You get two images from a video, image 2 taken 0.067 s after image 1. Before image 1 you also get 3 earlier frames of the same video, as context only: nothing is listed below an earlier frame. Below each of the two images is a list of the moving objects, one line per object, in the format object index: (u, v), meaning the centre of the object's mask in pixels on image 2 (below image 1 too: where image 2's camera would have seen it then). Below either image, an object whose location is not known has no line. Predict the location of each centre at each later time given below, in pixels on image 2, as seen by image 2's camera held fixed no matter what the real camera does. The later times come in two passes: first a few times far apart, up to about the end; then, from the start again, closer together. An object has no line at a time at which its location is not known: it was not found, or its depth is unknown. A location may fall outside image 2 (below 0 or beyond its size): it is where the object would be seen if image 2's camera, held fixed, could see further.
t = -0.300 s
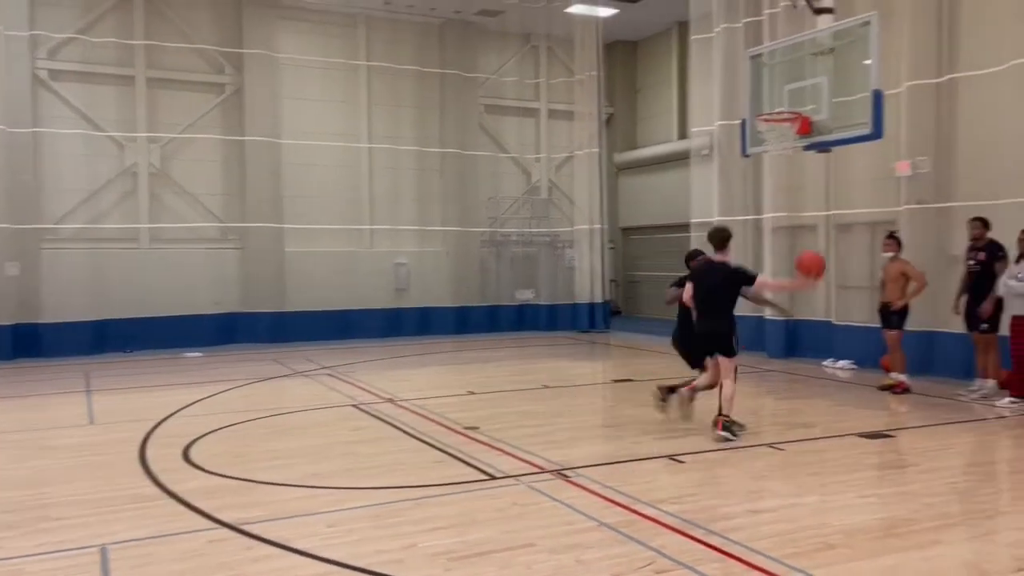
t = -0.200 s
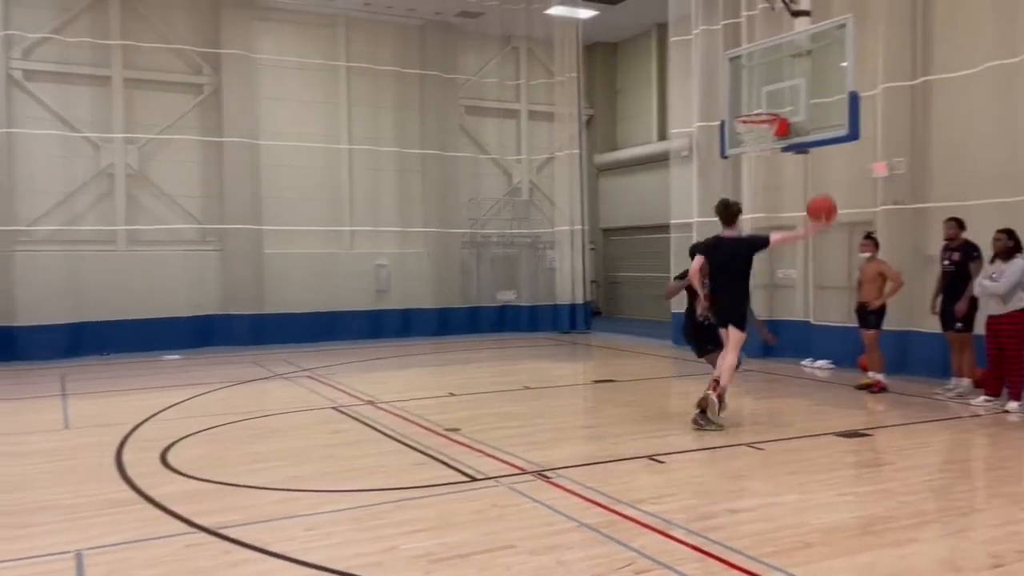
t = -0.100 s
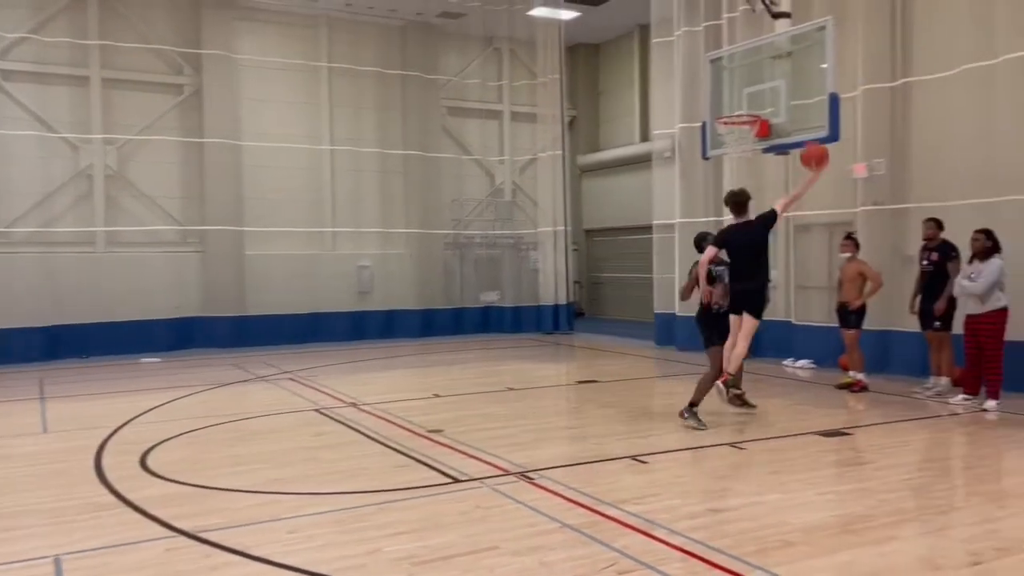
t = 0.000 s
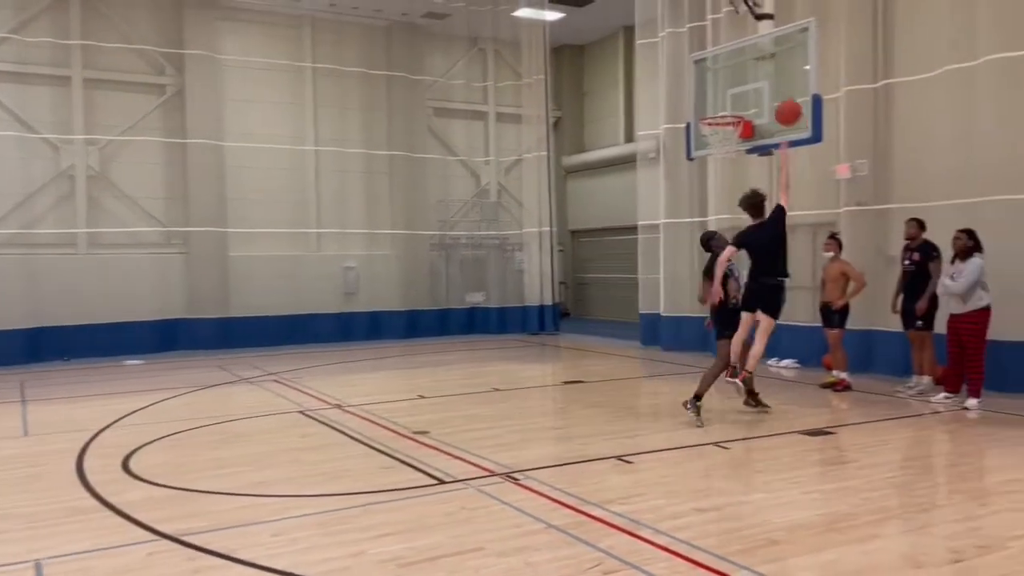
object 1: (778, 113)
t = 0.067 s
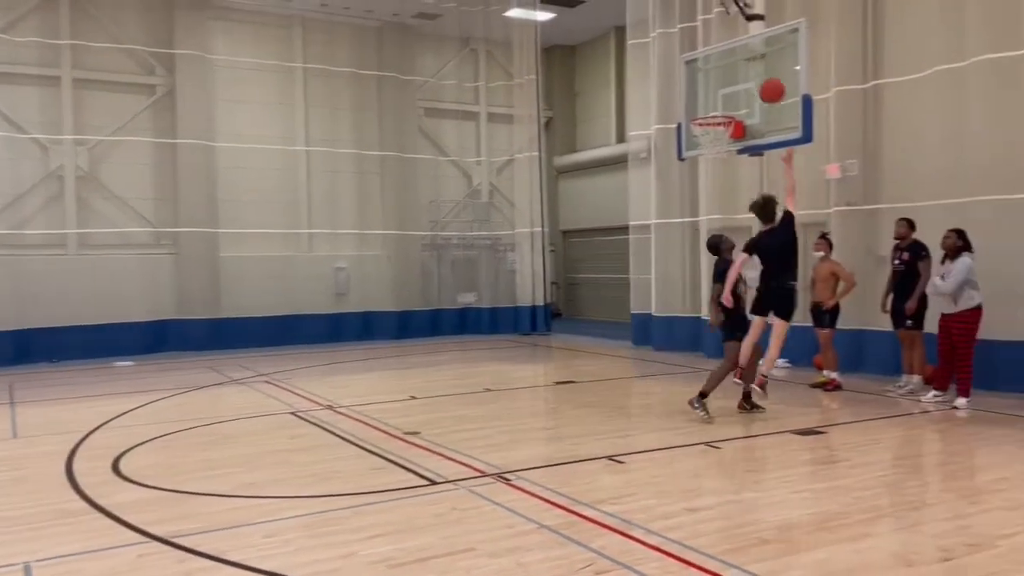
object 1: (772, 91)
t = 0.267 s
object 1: (753, 59)
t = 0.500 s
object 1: (735, 73)
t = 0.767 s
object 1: (691, 116)
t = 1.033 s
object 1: (638, 207)
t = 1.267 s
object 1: (597, 326)
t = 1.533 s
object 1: (561, 307)
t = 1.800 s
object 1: (531, 240)
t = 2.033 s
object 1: (506, 230)
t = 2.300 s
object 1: (478, 272)
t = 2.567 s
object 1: (451, 371)
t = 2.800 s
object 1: (427, 321)
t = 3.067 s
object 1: (399, 294)
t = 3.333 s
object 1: (372, 324)
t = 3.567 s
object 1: (348, 370)
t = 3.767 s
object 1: (329, 333)
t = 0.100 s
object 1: (768, 83)
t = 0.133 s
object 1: (765, 76)
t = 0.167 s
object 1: (762, 69)
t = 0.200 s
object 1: (759, 64)
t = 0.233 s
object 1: (756, 61)
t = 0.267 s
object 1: (753, 59)
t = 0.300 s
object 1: (750, 58)
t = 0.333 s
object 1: (748, 58)
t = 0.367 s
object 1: (745, 59)
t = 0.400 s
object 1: (742, 61)
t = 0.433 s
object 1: (740, 64)
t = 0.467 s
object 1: (737, 68)
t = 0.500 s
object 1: (735, 73)
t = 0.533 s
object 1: (733, 78)
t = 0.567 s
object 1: (731, 85)
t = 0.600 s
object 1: (726, 90)
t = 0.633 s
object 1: (719, 93)
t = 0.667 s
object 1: (712, 98)
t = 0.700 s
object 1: (705, 103)
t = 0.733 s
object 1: (698, 109)
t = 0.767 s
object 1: (691, 116)
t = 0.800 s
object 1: (683, 126)
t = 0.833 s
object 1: (677, 134)
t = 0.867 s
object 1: (669, 144)
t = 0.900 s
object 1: (664, 155)
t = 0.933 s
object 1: (658, 167)
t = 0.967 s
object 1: (651, 179)
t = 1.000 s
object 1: (644, 192)
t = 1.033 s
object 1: (638, 207)
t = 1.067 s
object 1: (632, 222)
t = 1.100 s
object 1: (626, 238)
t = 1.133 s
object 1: (620, 255)
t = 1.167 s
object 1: (614, 272)
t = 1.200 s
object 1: (609, 290)
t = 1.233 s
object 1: (604, 308)
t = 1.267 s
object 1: (597, 326)
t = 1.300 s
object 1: (592, 347)
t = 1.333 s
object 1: (586, 367)
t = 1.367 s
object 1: (581, 377)
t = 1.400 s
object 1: (577, 360)
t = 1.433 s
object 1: (573, 345)
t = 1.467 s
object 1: (570, 331)
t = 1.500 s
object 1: (565, 318)
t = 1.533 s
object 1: (561, 307)
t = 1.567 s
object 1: (559, 296)
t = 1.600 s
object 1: (555, 283)
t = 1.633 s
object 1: (550, 275)
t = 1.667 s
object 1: (546, 266)
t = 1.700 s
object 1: (542, 257)
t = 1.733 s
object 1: (538, 251)
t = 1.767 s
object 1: (535, 245)
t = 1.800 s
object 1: (531, 240)
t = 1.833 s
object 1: (528, 236)
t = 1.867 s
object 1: (524, 232)
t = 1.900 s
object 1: (521, 230)
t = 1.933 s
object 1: (517, 228)
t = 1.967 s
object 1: (513, 228)
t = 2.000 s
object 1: (510, 229)
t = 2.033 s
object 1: (506, 230)
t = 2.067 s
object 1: (503, 232)
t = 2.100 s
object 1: (499, 235)
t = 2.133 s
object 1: (496, 238)
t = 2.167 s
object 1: (493, 244)
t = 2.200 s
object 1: (488, 250)
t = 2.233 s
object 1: (485, 256)
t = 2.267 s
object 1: (482, 264)
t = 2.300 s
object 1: (478, 272)
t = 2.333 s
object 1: (475, 281)
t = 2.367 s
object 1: (472, 291)
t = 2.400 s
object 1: (469, 304)
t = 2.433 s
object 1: (465, 316)
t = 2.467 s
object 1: (462, 326)
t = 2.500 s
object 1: (458, 340)
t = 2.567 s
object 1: (451, 371)
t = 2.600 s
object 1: (447, 379)
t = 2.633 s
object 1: (444, 367)
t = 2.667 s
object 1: (441, 356)
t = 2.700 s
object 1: (438, 346)
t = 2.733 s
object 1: (434, 336)
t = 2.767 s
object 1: (430, 328)
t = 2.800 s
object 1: (427, 321)
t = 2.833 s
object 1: (423, 315)
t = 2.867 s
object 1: (420, 310)
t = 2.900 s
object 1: (416, 305)
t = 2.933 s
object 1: (413, 300)
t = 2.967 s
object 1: (409, 298)
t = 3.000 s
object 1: (405, 295)
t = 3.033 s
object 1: (401, 294)
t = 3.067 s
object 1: (399, 294)
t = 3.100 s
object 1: (395, 295)
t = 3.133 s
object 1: (392, 296)
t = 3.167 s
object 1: (388, 298)
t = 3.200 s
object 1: (385, 302)
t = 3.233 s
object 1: (382, 306)
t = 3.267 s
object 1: (379, 311)
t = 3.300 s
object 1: (375, 318)
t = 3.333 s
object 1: (372, 324)
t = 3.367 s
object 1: (368, 331)
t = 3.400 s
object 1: (365, 339)
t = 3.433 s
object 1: (362, 348)
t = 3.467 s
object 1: (358, 359)
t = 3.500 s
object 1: (354, 370)
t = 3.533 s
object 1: (351, 379)
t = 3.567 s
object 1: (348, 370)
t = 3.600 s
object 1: (345, 362)
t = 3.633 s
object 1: (342, 354)
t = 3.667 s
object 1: (339, 347)
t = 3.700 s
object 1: (335, 341)
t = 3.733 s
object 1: (333, 336)
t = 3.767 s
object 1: (329, 333)
